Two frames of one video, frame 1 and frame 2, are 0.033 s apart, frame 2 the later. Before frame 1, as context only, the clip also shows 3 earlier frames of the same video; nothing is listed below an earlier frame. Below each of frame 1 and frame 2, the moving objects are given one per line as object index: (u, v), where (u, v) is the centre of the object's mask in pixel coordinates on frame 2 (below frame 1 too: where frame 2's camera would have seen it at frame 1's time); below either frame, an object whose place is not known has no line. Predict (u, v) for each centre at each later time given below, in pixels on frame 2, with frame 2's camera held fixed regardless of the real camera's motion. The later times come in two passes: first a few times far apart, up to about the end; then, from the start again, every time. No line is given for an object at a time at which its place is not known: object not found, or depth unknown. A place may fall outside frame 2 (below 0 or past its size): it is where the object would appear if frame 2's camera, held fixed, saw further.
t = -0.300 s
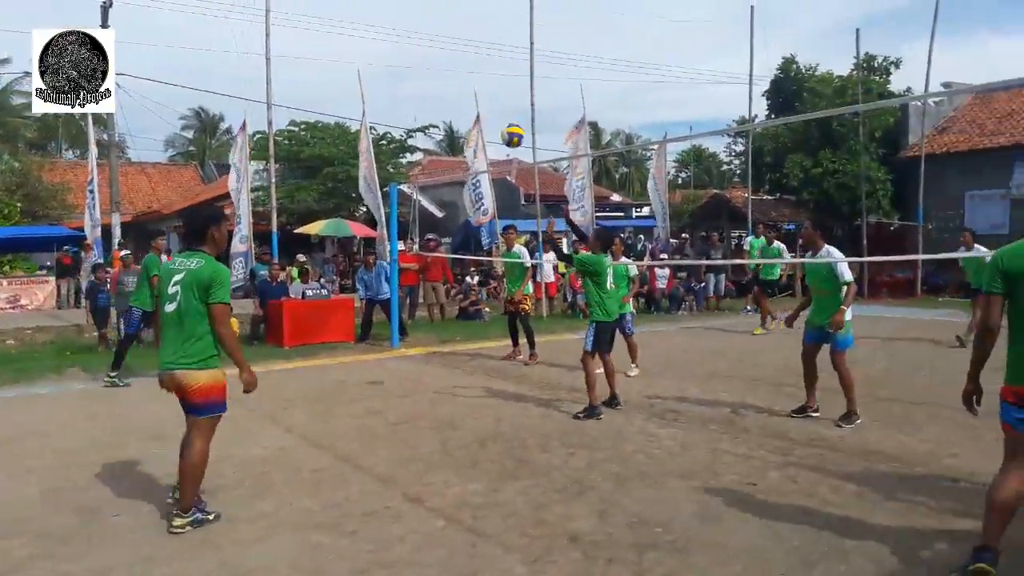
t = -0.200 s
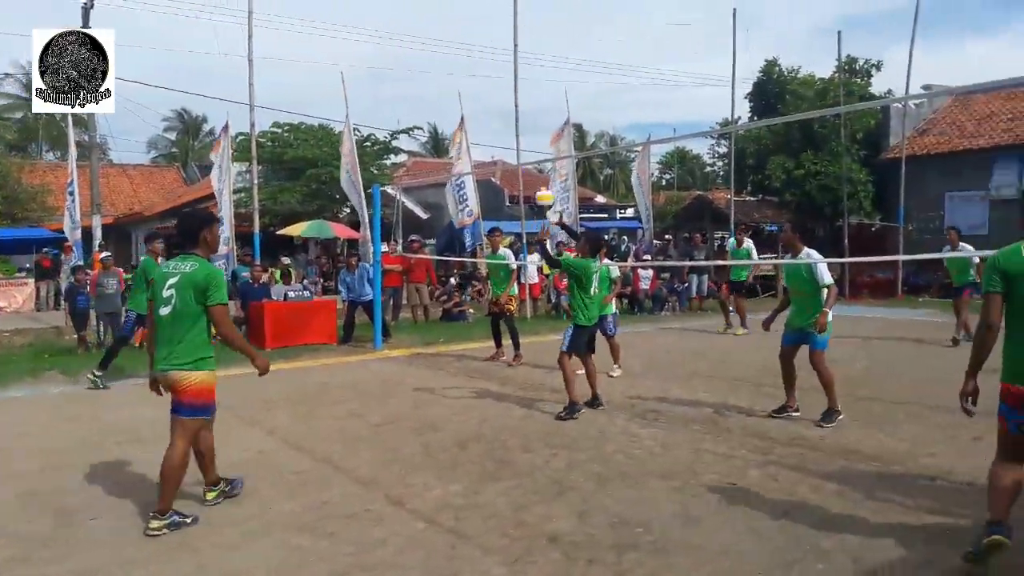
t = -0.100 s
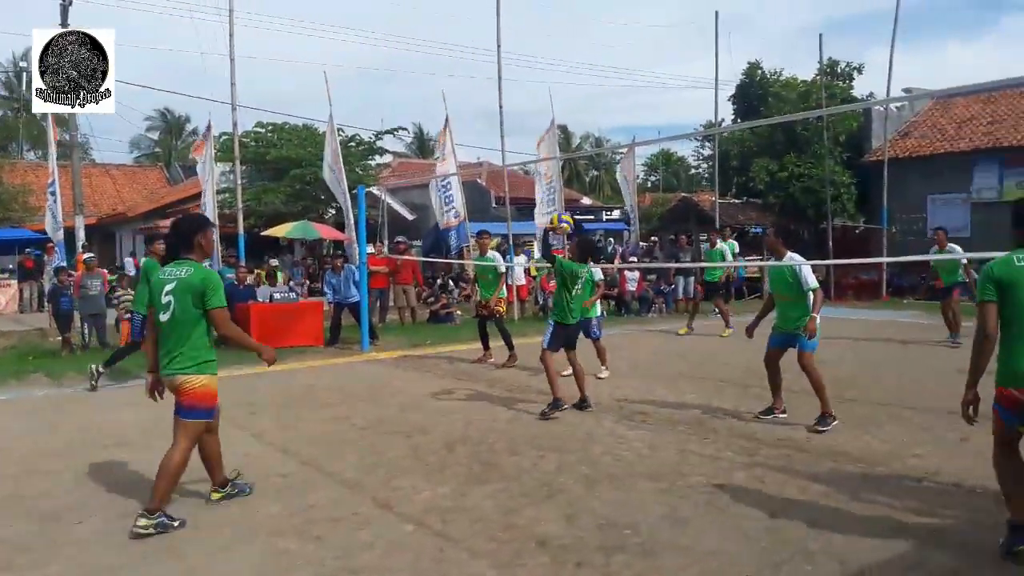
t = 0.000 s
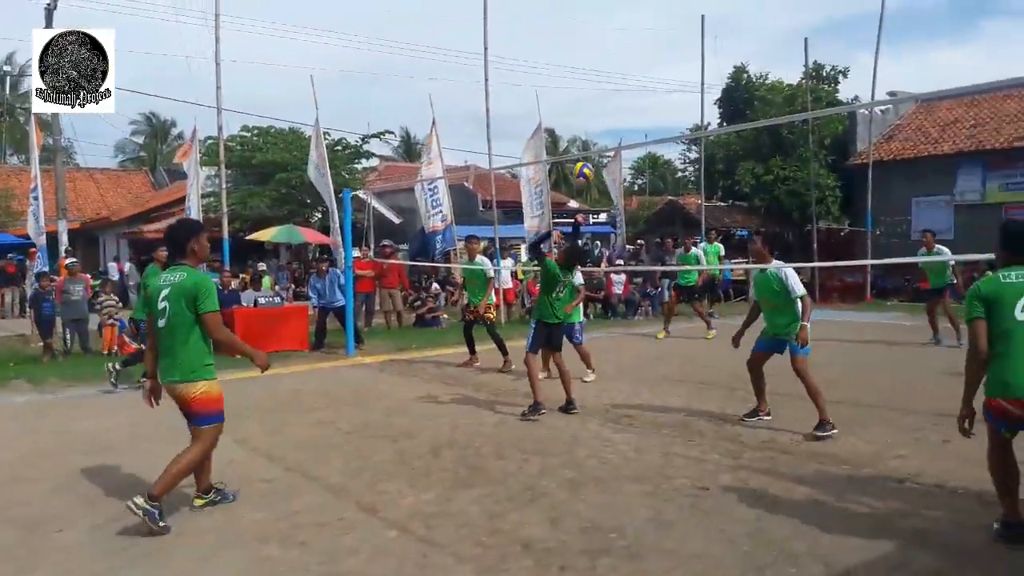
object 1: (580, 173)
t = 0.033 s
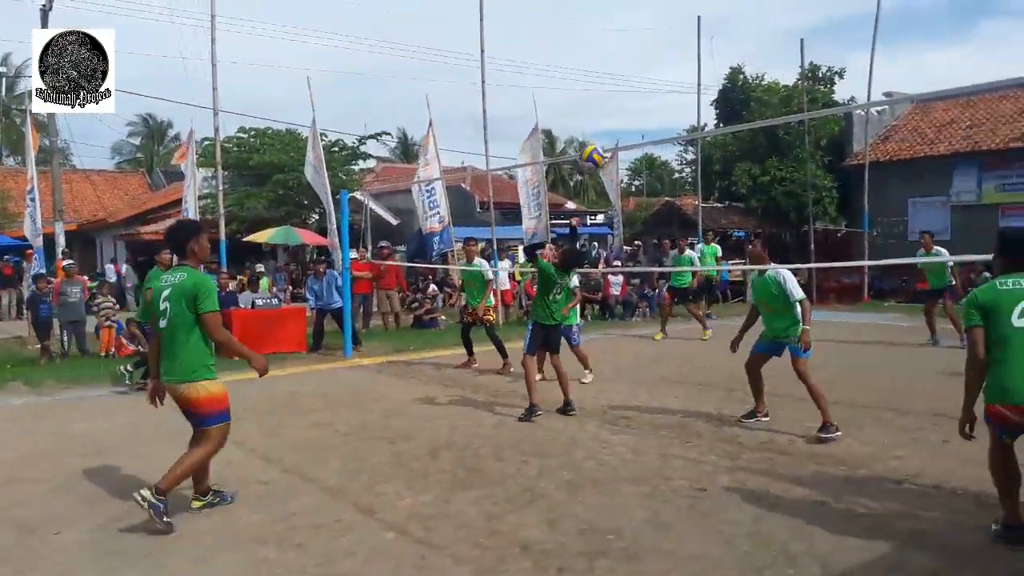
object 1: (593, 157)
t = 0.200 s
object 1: (662, 84)
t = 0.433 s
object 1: (784, 25)
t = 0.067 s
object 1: (604, 141)
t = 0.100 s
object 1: (618, 126)
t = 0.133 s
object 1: (632, 111)
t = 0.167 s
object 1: (647, 97)
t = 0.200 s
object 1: (662, 84)
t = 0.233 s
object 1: (678, 71)
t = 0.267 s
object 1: (694, 60)
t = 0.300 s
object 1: (710, 50)
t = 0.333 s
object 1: (728, 42)
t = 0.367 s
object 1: (746, 35)
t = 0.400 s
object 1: (764, 29)
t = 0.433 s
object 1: (784, 25)
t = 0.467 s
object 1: (804, 23)
